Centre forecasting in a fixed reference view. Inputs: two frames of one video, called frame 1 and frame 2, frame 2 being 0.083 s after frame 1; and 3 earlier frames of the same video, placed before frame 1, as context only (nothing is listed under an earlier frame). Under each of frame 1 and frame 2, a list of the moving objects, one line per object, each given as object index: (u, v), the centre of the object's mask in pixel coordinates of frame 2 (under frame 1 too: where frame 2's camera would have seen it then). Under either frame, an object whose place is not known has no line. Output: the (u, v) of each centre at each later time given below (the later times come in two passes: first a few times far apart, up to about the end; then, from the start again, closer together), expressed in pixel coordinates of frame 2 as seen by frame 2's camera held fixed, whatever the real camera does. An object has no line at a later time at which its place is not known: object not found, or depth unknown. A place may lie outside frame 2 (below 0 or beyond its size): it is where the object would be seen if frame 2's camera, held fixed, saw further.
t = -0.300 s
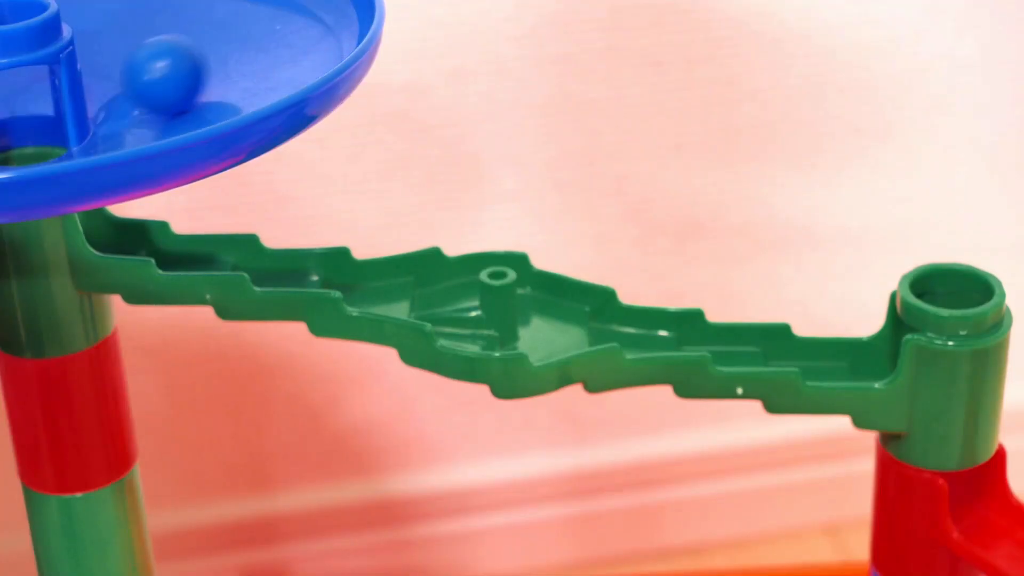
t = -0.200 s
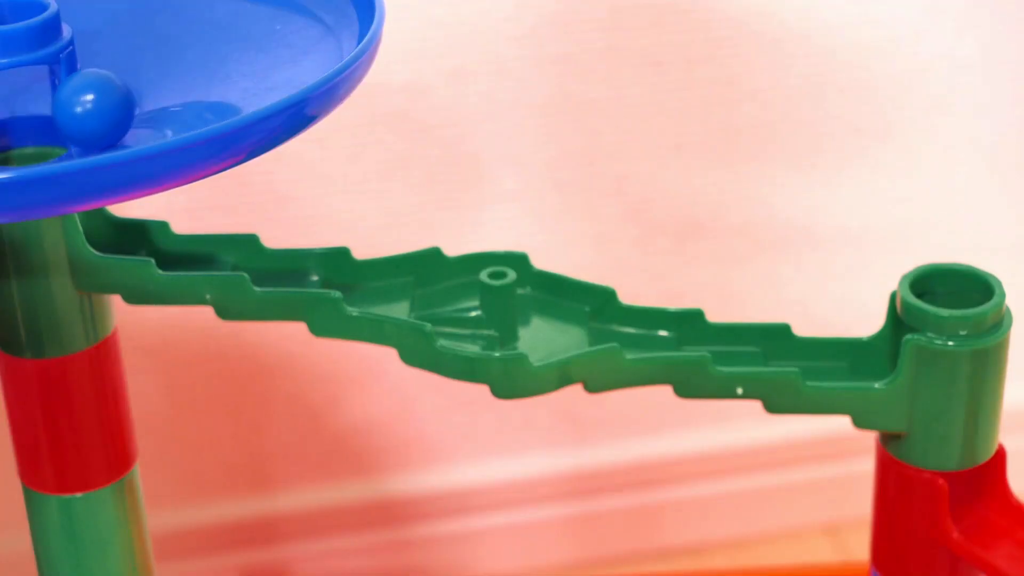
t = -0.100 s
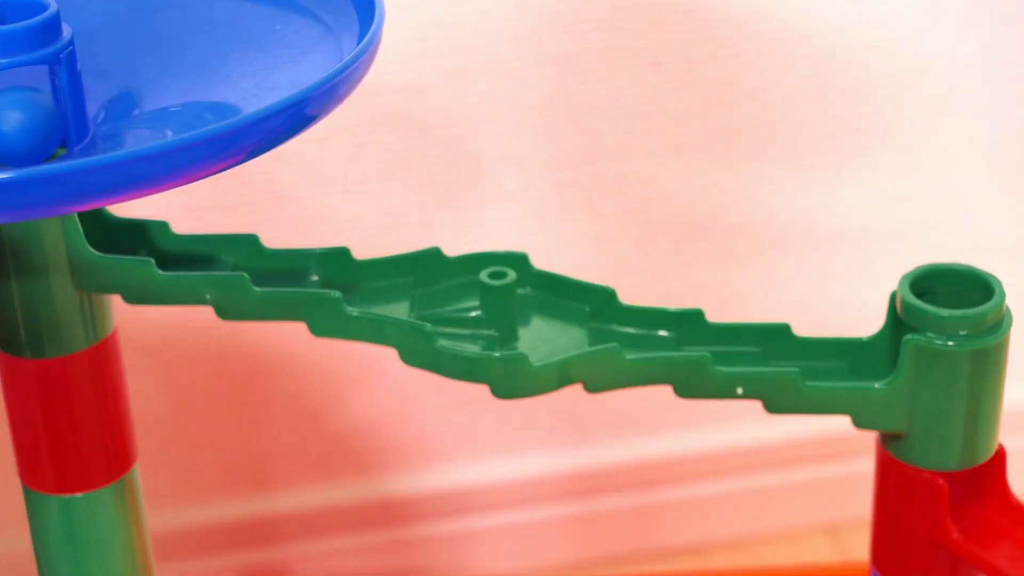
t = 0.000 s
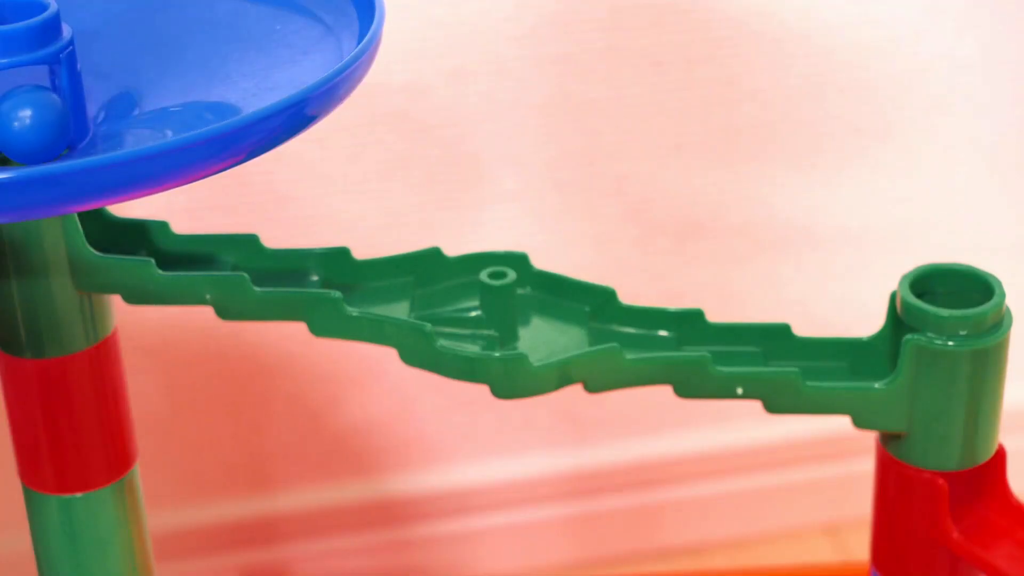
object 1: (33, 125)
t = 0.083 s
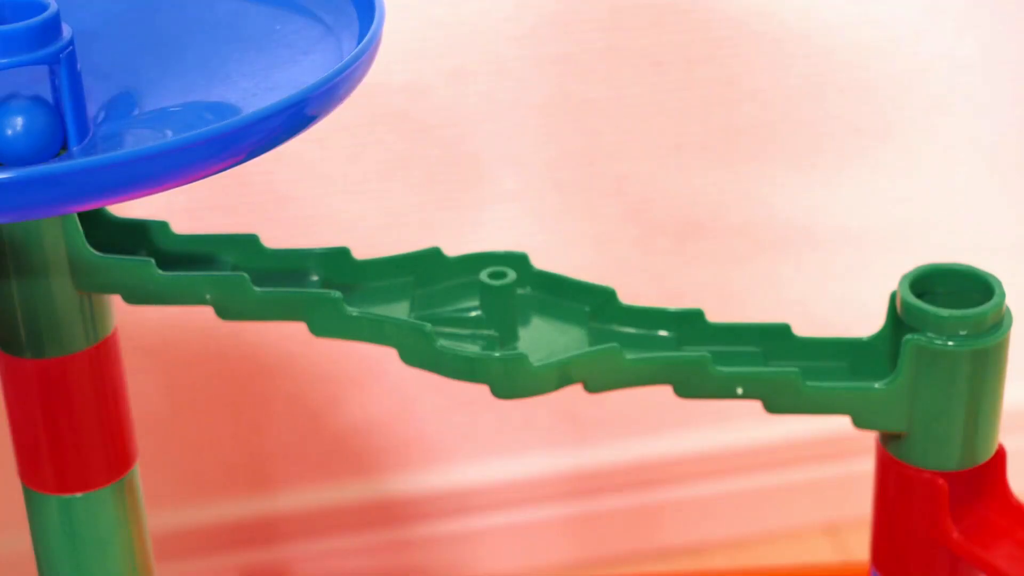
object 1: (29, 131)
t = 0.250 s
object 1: (83, 220)
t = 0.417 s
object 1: (136, 230)
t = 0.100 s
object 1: (30, 139)
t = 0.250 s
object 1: (83, 220)
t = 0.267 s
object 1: (87, 223)
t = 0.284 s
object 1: (91, 225)
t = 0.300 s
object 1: (95, 227)
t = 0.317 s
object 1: (98, 227)
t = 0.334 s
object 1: (102, 229)
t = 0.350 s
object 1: (107, 229)
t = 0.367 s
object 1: (112, 229)
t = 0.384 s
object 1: (117, 229)
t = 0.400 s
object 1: (126, 230)
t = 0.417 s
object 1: (136, 230)
